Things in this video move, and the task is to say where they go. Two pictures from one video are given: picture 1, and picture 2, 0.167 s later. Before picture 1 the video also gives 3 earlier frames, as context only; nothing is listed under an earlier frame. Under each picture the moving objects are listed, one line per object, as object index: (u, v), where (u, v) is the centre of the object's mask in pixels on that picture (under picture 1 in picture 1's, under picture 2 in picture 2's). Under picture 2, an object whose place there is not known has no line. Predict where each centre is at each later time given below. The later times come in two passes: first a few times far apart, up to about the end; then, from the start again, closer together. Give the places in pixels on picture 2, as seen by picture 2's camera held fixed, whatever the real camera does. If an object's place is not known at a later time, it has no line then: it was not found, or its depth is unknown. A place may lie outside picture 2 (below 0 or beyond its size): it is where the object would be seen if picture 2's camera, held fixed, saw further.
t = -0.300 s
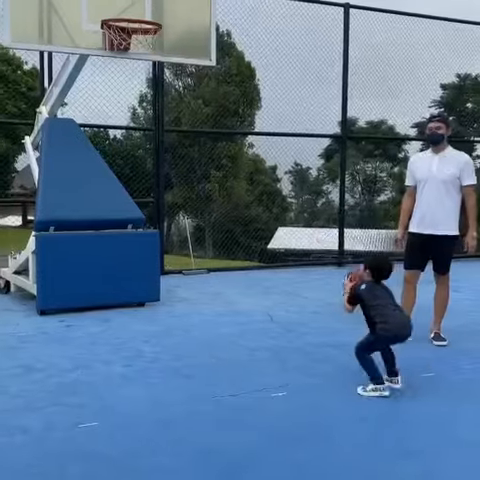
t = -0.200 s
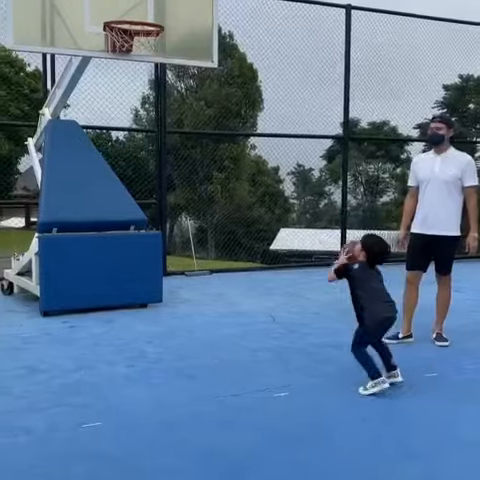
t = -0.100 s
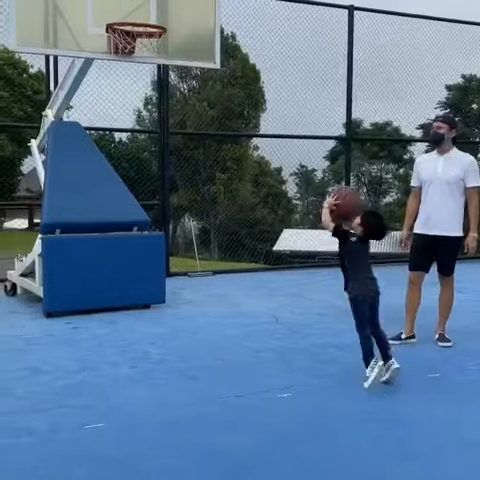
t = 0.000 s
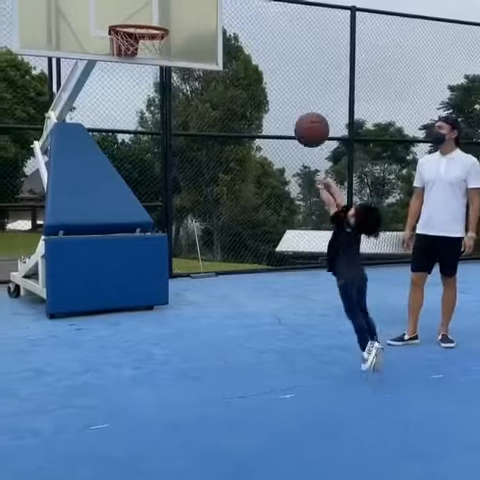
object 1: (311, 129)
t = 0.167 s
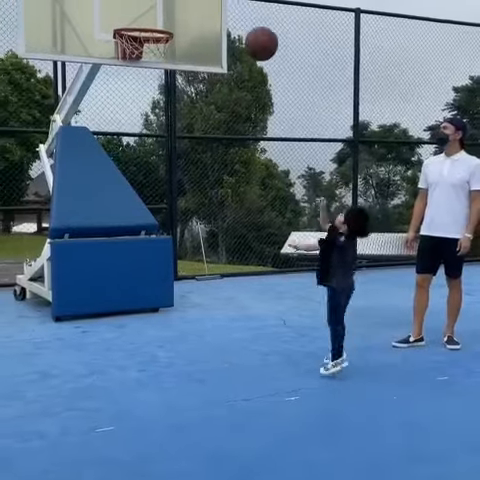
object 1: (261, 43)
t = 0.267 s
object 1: (230, 13)
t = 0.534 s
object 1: (161, 2)
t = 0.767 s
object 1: (126, 1)
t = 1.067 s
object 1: (127, 6)
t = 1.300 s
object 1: (153, 24)
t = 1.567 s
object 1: (137, 95)
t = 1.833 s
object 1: (124, 227)
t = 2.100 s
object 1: (110, 249)
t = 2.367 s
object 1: (96, 174)
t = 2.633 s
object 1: (86, 175)
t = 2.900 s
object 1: (86, 189)
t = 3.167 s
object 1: (93, 248)
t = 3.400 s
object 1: (100, 289)
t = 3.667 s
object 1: (103, 244)
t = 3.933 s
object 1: (109, 273)
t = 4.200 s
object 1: (113, 293)
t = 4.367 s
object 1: (114, 277)
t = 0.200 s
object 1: (251, 31)
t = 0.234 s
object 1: (240, 21)
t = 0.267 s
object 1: (230, 13)
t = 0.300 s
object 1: (221, 9)
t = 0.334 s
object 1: (211, 6)
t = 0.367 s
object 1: (206, 4)
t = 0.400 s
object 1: (197, 2)
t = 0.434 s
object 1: (187, 1)
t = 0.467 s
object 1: (179, 1)
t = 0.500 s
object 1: (170, 1)
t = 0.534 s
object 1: (161, 2)
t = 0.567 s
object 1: (153, 4)
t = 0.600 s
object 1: (145, 7)
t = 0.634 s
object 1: (136, 14)
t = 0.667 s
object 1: (129, 17)
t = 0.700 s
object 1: (128, 12)
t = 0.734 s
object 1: (127, 5)
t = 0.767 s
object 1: (126, 1)
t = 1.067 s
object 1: (127, 6)
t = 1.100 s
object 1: (127, 13)
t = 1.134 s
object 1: (128, 19)
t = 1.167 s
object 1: (132, 18)
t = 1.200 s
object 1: (137, 18)
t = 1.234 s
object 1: (142, 19)
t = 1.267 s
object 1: (147, 21)
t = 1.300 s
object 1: (153, 24)
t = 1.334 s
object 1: (151, 25)
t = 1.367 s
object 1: (150, 36)
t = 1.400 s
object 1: (149, 48)
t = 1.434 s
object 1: (146, 54)
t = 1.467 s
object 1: (143, 63)
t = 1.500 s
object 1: (141, 72)
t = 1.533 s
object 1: (139, 83)
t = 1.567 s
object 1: (137, 95)
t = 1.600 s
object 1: (135, 108)
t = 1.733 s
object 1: (129, 170)
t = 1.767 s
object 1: (127, 189)
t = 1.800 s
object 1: (125, 208)
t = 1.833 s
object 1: (124, 227)
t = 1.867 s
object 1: (122, 249)
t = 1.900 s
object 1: (121, 270)
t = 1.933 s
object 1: (119, 291)
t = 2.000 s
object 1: (115, 296)
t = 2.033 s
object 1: (113, 279)
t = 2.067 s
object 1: (112, 262)
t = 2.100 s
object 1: (110, 249)
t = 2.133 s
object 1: (108, 235)
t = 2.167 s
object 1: (107, 223)
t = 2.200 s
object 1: (105, 211)
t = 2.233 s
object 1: (104, 202)
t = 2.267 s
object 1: (102, 193)
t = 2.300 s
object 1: (100, 185)
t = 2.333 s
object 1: (99, 180)
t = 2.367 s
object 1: (96, 174)
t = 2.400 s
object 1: (95, 170)
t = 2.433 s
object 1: (94, 167)
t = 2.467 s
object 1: (92, 166)
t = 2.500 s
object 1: (92, 165)
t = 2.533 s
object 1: (90, 166)
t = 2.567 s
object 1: (88, 168)
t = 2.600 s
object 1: (87, 171)
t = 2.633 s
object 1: (86, 175)
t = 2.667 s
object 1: (84, 180)
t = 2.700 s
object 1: (83, 186)
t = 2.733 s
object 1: (83, 188)
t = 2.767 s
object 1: (83, 186)
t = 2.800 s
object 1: (84, 185)
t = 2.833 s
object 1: (84, 185)
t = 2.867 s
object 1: (85, 186)
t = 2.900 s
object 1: (86, 189)
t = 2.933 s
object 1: (87, 192)
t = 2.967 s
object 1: (87, 198)
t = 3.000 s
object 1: (88, 204)
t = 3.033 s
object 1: (89, 210)
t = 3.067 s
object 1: (90, 217)
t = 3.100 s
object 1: (90, 227)
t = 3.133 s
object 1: (91, 237)
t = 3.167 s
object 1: (93, 248)
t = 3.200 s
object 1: (95, 259)
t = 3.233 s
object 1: (95, 271)
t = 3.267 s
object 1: (96, 285)
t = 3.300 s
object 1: (98, 298)
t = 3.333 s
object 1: (99, 313)
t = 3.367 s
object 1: (100, 300)
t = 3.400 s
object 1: (100, 289)
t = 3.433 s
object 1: (101, 279)
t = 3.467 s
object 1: (101, 272)
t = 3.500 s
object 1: (101, 264)
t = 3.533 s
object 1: (102, 257)
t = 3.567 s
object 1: (102, 253)
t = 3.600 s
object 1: (103, 248)
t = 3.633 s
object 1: (103, 245)
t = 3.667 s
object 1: (103, 244)
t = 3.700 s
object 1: (104, 244)
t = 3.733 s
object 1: (105, 244)
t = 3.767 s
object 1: (104, 245)
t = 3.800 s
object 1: (105, 248)
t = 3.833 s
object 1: (106, 253)
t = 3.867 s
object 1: (107, 258)
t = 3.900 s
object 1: (108, 266)
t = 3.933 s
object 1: (109, 273)
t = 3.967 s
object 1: (109, 283)
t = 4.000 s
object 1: (110, 293)
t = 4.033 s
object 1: (110, 308)
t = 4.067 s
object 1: (111, 322)
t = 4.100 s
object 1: (111, 321)
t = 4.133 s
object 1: (112, 311)
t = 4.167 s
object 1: (112, 302)
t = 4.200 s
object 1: (113, 293)
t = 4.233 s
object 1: (114, 287)
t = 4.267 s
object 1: (114, 283)
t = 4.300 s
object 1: (114, 280)
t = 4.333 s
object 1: (115, 279)
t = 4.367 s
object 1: (114, 277)
